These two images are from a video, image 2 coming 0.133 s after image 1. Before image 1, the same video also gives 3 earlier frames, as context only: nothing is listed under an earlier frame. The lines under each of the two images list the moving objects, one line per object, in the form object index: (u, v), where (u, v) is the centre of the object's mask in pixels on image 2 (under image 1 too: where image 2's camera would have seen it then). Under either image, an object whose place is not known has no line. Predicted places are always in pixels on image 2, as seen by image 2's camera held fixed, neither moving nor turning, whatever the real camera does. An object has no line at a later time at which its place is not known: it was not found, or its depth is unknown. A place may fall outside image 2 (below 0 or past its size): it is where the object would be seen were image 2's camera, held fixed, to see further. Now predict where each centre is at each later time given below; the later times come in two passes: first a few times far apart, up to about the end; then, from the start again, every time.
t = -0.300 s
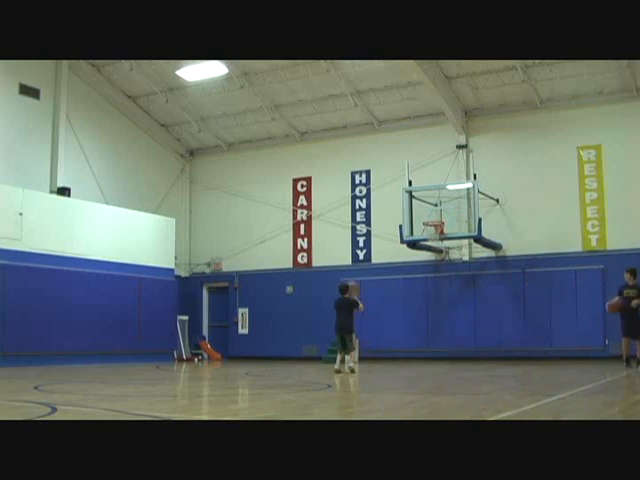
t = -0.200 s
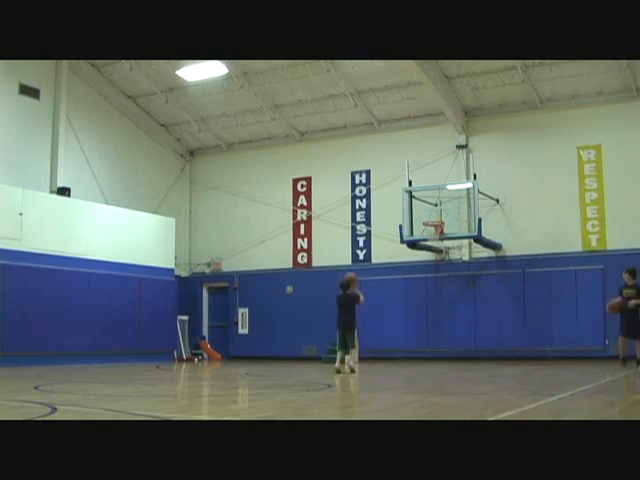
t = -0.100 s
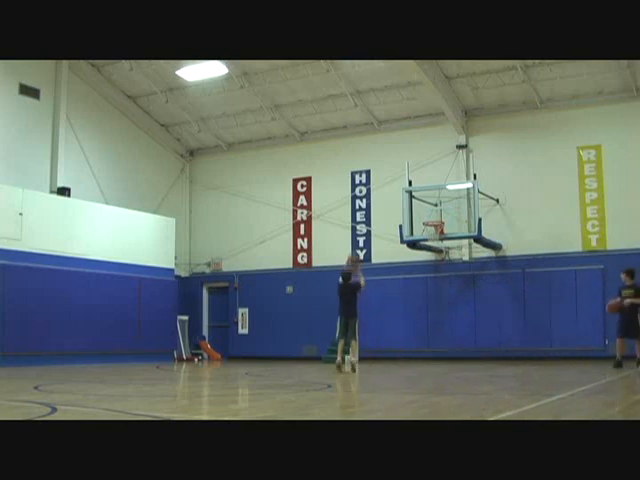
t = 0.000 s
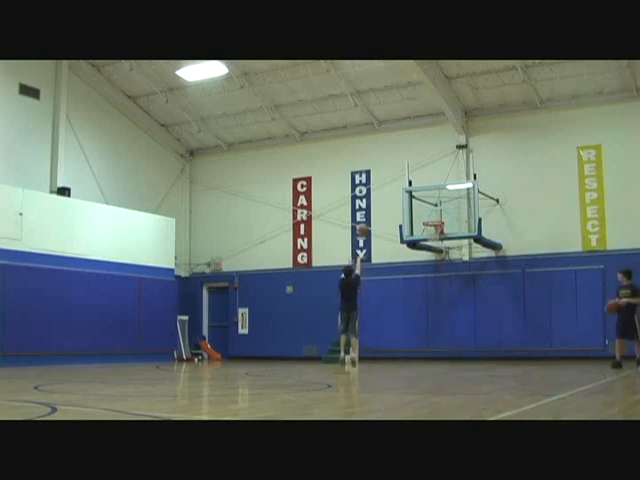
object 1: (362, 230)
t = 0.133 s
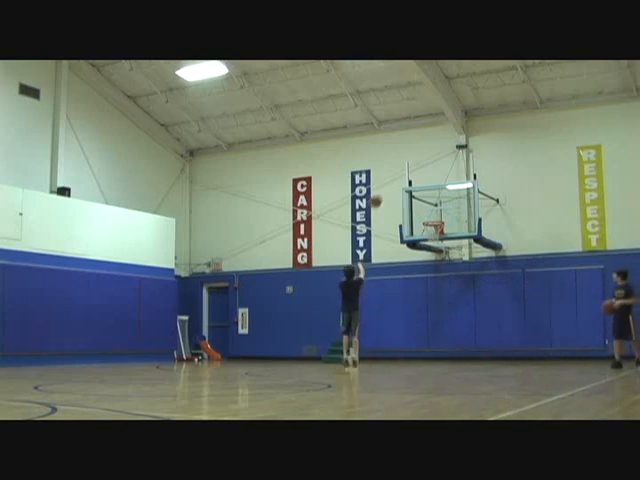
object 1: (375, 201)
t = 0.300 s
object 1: (389, 180)
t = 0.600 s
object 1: (411, 178)
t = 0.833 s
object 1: (427, 204)
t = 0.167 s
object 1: (378, 195)
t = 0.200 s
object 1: (381, 191)
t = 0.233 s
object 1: (384, 187)
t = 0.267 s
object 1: (386, 183)
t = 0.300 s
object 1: (389, 180)
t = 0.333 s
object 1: (392, 178)
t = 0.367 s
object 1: (394, 176)
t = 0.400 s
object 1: (397, 175)
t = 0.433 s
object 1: (399, 174)
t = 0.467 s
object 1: (402, 174)
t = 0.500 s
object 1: (404, 175)
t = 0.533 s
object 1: (406, 175)
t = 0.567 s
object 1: (409, 177)
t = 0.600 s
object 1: (411, 178)
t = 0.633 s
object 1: (413, 181)
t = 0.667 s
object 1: (415, 183)
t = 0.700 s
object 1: (418, 187)
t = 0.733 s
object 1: (420, 191)
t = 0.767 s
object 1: (422, 195)
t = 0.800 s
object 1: (425, 200)
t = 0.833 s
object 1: (427, 204)
